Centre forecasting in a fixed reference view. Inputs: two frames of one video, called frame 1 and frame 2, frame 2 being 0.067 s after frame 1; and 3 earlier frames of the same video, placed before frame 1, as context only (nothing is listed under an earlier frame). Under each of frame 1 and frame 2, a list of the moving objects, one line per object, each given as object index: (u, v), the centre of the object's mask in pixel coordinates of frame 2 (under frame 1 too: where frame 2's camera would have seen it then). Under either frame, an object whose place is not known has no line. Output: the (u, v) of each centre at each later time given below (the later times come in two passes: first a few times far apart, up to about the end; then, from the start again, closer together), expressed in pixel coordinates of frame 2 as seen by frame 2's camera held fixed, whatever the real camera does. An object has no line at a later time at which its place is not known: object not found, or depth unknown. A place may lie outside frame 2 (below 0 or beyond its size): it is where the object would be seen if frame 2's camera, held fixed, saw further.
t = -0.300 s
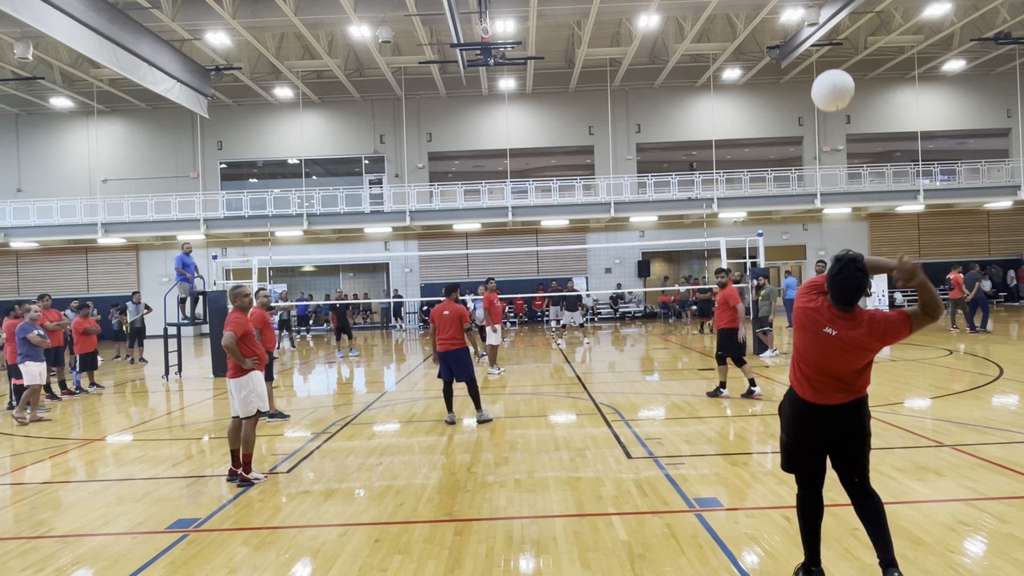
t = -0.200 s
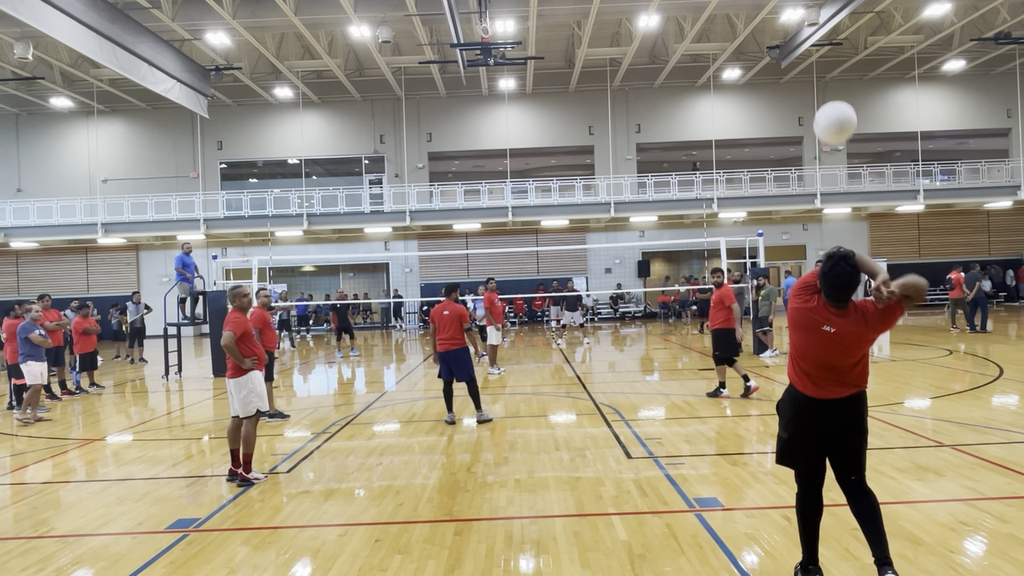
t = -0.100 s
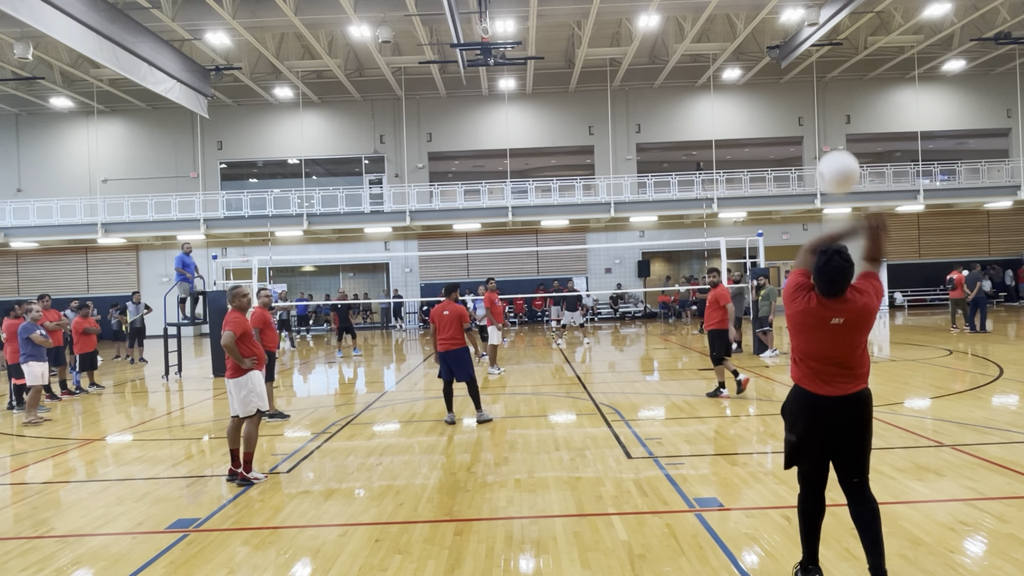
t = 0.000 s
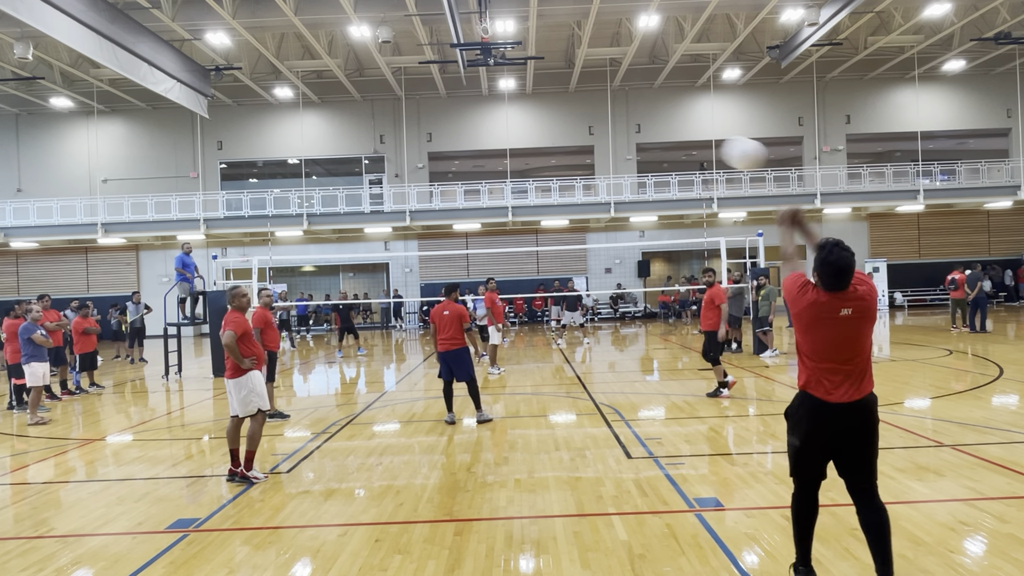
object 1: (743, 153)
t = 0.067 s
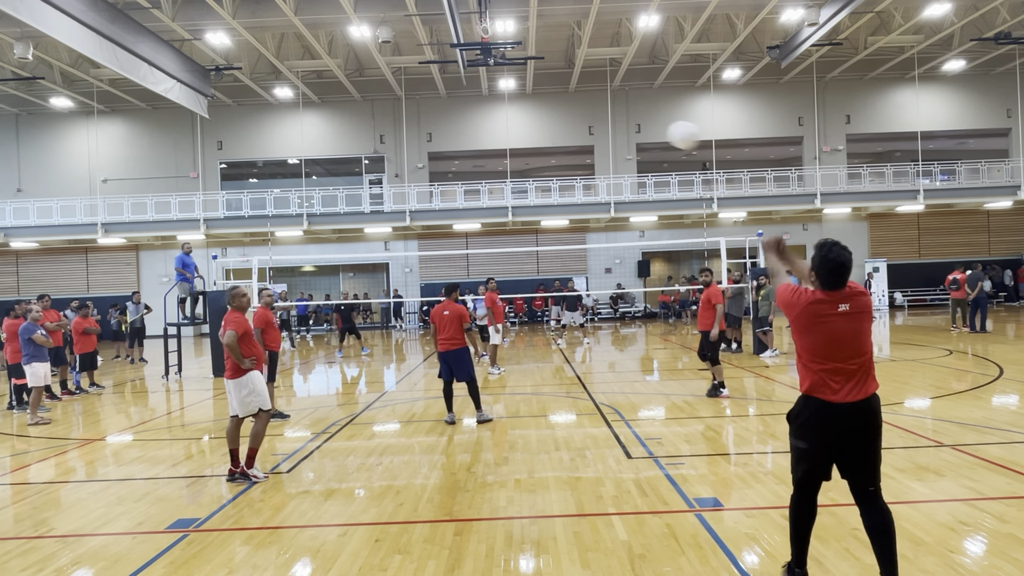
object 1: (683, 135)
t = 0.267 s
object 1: (593, 125)
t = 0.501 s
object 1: (545, 150)
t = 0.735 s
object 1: (520, 188)
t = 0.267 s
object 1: (593, 125)
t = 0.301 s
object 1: (584, 127)
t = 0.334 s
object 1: (576, 129)
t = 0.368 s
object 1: (569, 133)
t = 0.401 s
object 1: (562, 136)
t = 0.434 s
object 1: (556, 140)
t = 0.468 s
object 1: (550, 145)
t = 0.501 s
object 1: (545, 150)
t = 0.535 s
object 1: (540, 155)
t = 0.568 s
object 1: (536, 160)
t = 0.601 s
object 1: (533, 165)
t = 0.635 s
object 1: (529, 171)
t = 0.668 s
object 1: (526, 176)
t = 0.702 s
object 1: (523, 182)
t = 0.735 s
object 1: (520, 188)
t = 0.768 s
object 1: (518, 195)
